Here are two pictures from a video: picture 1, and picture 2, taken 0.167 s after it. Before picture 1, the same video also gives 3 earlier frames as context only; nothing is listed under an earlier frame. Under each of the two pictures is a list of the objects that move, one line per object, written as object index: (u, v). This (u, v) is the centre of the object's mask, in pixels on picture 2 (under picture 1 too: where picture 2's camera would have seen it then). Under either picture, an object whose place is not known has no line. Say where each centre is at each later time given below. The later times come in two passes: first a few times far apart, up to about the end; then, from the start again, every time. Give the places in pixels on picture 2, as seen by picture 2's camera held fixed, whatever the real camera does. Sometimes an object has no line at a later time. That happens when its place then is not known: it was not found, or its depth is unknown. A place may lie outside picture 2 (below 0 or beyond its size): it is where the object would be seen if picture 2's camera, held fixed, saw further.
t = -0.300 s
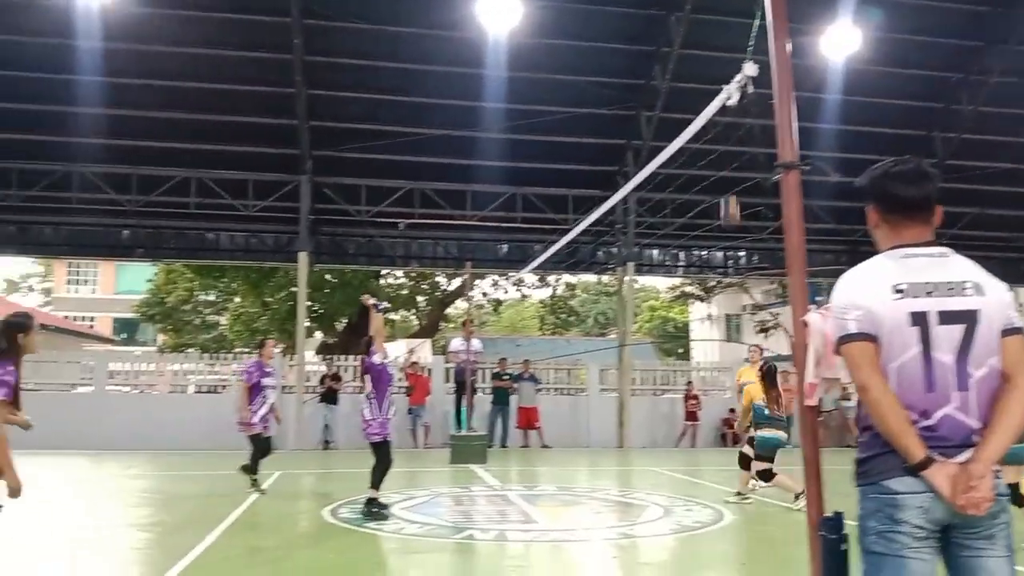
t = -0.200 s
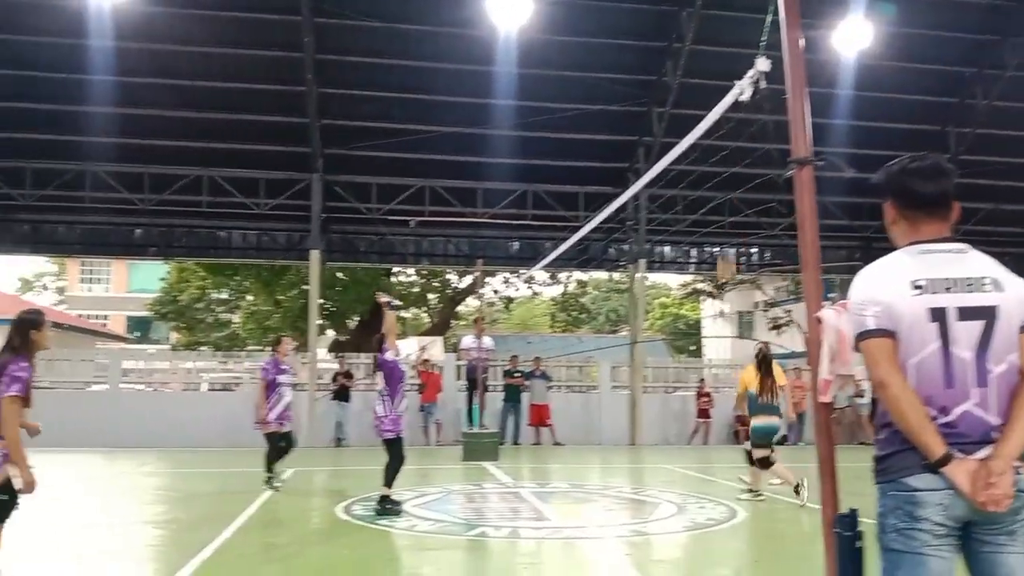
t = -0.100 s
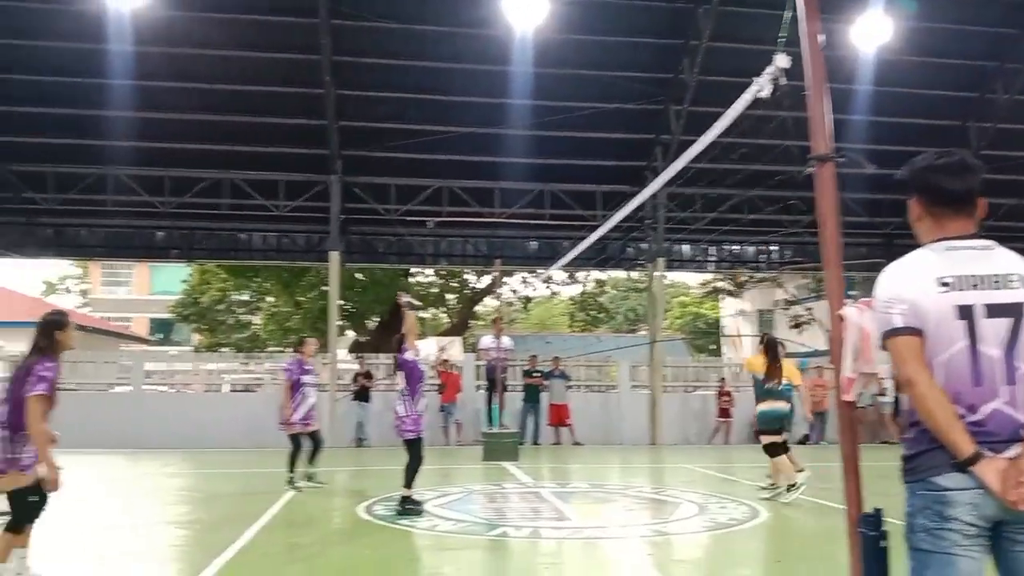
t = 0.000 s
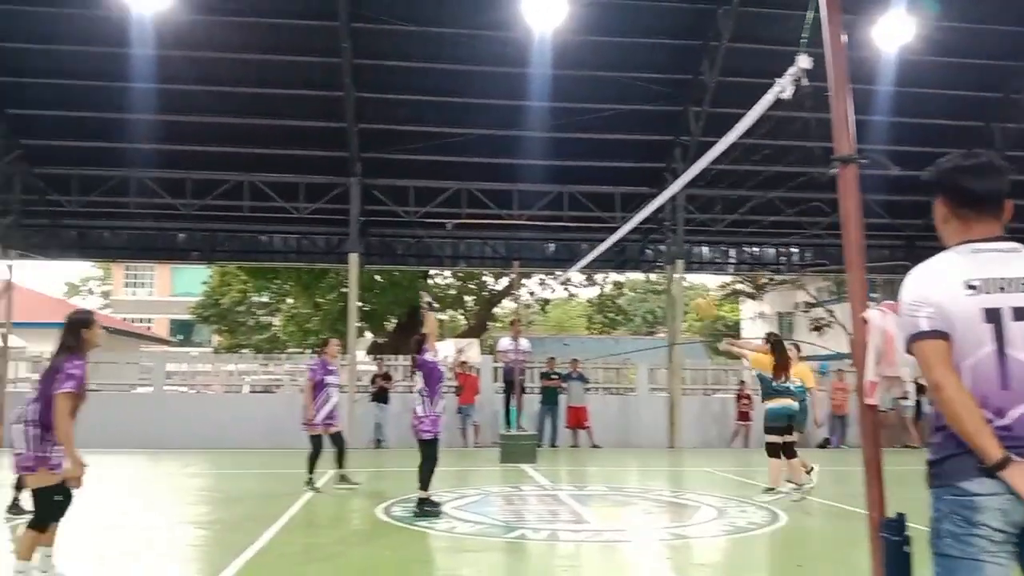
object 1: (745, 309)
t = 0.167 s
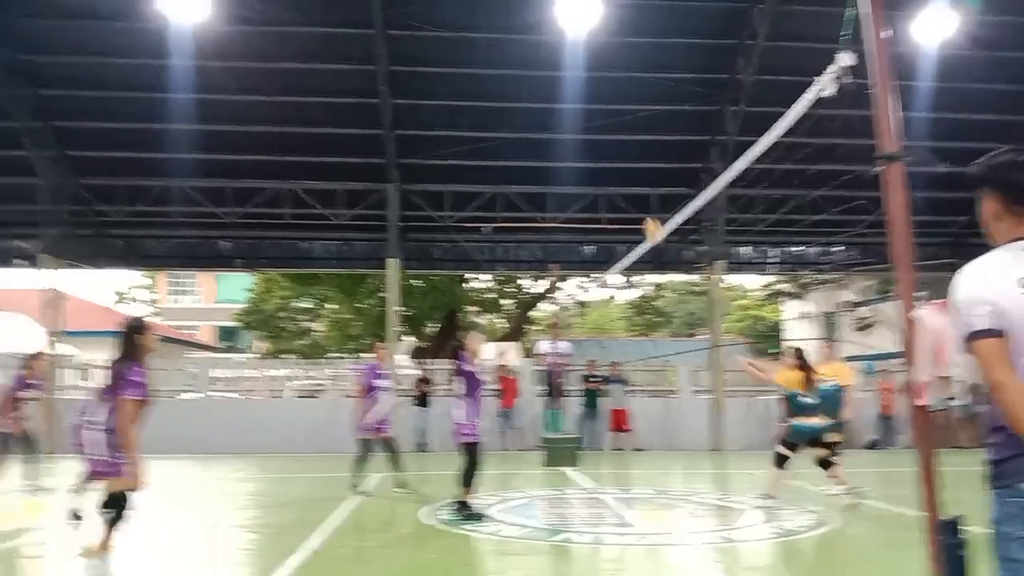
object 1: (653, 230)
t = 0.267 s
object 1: (599, 199)
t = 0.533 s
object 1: (461, 159)
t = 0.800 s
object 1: (325, 186)
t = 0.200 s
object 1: (635, 219)
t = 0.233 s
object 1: (617, 209)
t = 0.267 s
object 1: (599, 199)
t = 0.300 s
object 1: (582, 191)
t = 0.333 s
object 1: (564, 182)
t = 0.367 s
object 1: (546, 176)
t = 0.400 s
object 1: (529, 172)
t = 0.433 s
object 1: (512, 167)
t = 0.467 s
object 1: (495, 163)
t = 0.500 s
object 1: (478, 161)
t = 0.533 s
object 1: (461, 159)
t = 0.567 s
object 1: (443, 158)
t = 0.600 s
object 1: (426, 159)
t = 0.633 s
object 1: (409, 161)
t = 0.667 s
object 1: (392, 164)
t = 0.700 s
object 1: (376, 168)
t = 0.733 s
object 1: (360, 172)
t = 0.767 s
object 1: (343, 178)
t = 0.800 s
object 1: (325, 186)
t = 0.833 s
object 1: (311, 194)
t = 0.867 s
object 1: (296, 202)
